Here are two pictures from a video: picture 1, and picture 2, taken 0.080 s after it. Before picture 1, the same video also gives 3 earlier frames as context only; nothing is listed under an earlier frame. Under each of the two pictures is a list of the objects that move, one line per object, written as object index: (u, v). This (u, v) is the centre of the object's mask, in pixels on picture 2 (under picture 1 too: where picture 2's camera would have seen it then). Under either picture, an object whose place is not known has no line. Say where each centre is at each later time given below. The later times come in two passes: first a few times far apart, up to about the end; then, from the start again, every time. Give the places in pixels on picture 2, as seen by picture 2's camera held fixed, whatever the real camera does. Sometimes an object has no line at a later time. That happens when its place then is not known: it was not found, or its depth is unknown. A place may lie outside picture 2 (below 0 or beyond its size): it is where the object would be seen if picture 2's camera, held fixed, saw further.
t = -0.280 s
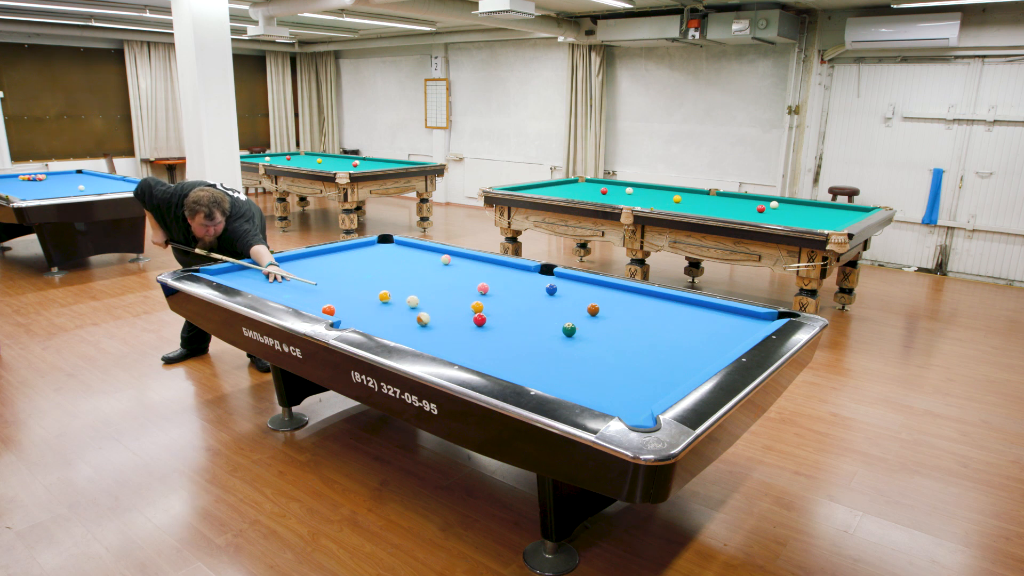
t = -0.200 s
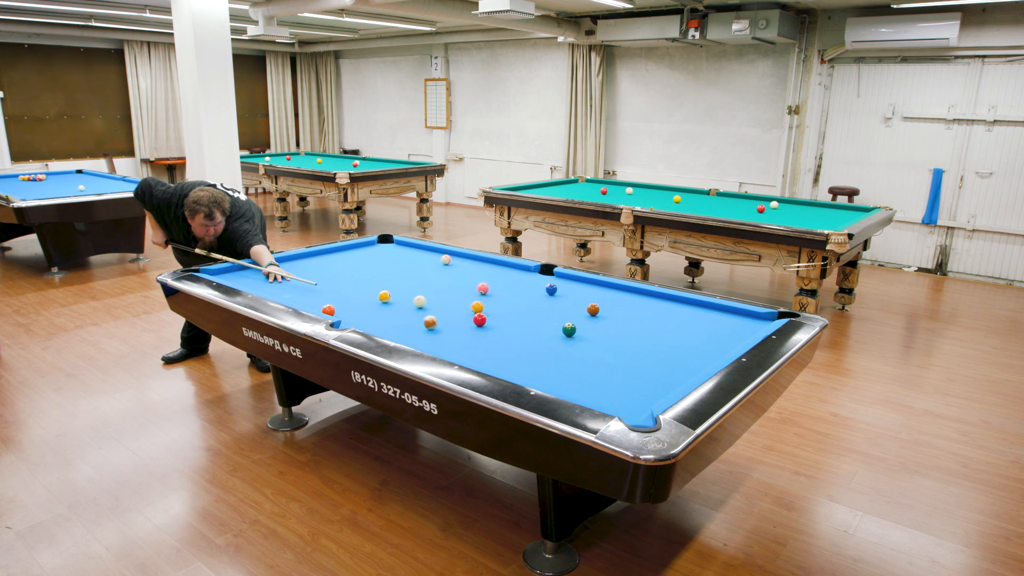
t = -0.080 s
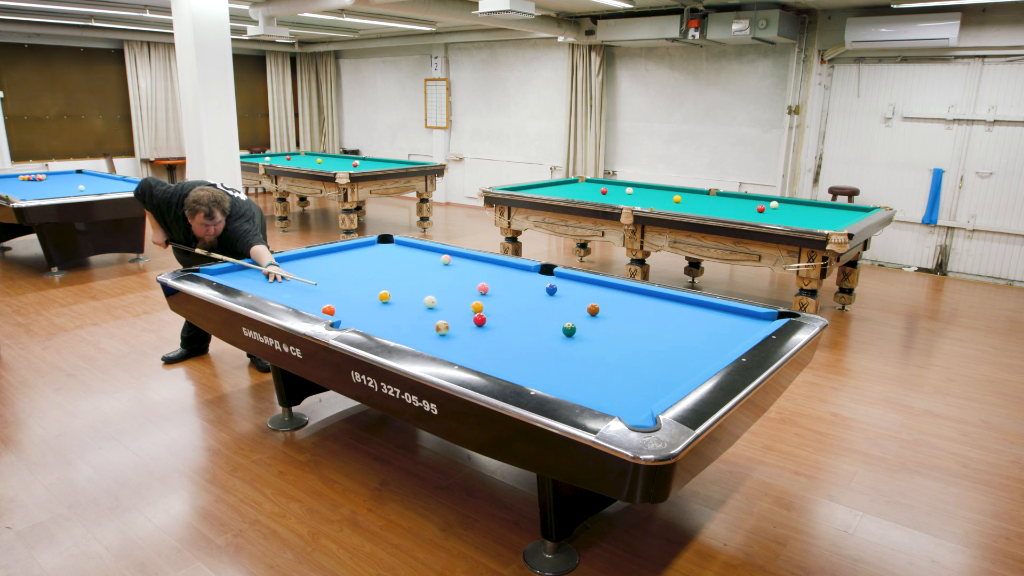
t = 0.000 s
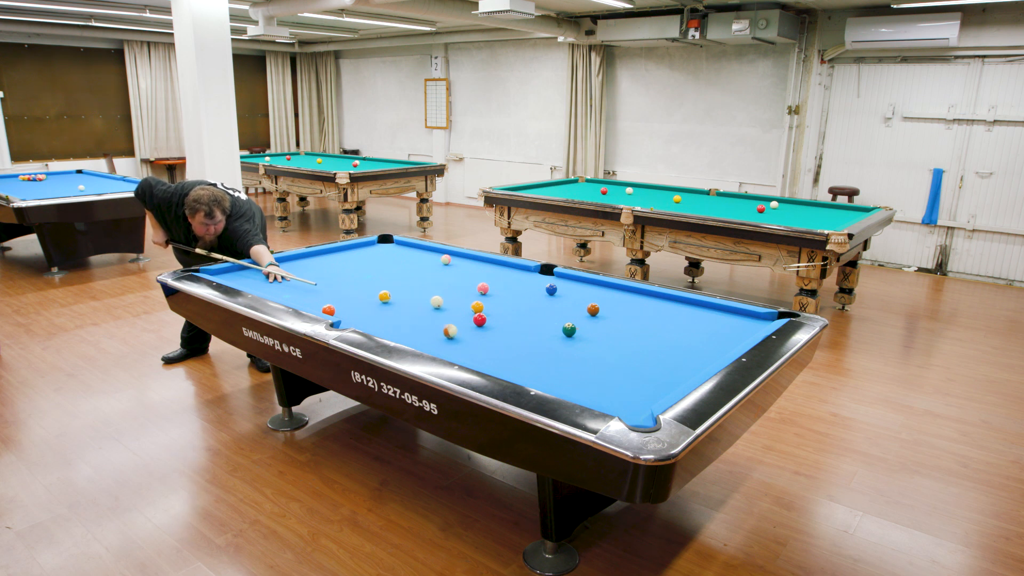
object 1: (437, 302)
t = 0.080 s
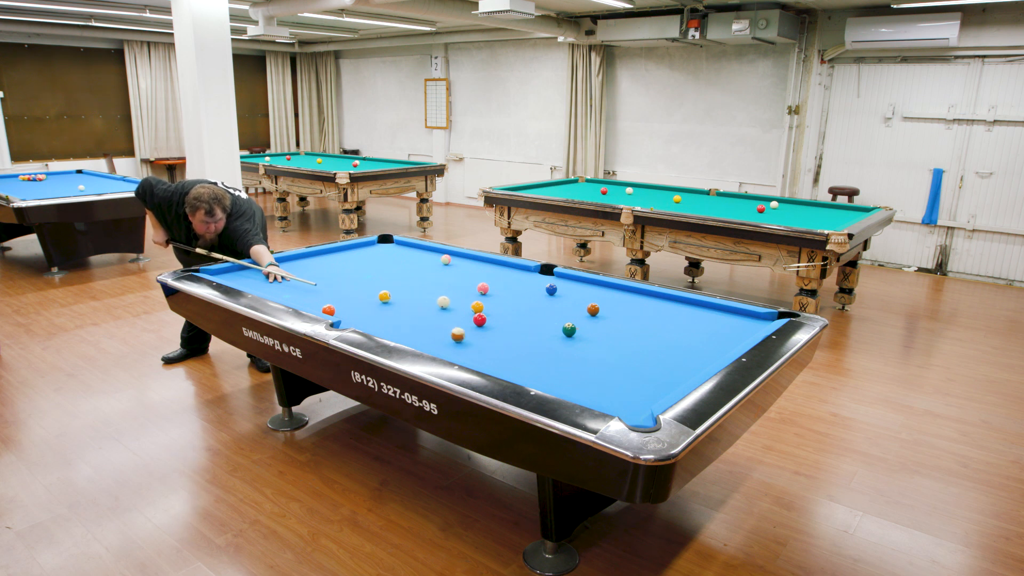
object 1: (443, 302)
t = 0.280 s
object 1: (459, 302)
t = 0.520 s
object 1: (477, 300)
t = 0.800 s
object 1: (497, 303)
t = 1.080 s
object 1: (515, 303)
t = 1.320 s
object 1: (529, 303)
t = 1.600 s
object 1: (544, 303)
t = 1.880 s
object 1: (557, 304)
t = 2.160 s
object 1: (569, 304)
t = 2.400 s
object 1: (578, 304)
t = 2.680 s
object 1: (586, 303)
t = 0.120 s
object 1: (447, 302)
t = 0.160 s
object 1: (450, 302)
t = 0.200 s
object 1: (453, 302)
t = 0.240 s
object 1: (456, 302)
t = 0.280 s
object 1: (459, 302)
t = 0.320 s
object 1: (462, 302)
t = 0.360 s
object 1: (465, 302)
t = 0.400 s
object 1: (468, 302)
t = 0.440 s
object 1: (470, 301)
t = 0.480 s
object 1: (473, 300)
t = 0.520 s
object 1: (477, 300)
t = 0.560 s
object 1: (481, 300)
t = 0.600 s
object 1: (484, 301)
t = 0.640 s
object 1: (487, 302)
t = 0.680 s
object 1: (489, 303)
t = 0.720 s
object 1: (491, 303)
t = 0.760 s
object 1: (494, 303)
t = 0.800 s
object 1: (497, 303)
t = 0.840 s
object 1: (500, 303)
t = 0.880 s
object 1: (502, 303)
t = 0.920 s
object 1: (505, 303)
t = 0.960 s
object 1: (507, 303)
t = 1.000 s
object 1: (510, 303)
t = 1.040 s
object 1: (512, 303)
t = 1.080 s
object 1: (515, 303)
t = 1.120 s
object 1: (517, 303)
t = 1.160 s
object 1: (519, 303)
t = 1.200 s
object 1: (522, 303)
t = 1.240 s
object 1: (524, 303)
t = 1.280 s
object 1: (527, 303)
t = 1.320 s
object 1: (529, 303)
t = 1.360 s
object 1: (531, 303)
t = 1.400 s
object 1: (533, 303)
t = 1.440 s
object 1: (535, 303)
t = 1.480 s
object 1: (538, 303)
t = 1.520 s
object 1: (540, 303)
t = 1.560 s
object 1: (542, 303)
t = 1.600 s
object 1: (544, 303)
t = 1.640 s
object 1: (546, 303)
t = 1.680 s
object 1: (548, 304)
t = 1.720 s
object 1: (550, 304)
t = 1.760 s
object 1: (552, 304)
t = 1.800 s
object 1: (553, 304)
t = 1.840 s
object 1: (555, 304)
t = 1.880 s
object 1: (557, 304)
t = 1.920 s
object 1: (559, 304)
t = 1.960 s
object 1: (561, 304)
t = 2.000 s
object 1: (562, 304)
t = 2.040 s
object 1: (564, 304)
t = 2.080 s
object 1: (566, 304)
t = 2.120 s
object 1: (567, 304)
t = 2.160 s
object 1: (569, 304)
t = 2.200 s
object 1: (571, 304)
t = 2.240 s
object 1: (572, 304)
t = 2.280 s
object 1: (574, 304)
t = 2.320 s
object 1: (575, 304)
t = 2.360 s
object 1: (577, 304)
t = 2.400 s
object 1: (578, 304)
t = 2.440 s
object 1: (579, 304)
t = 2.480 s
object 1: (581, 304)
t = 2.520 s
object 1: (582, 304)
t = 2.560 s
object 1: (583, 304)
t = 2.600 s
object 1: (584, 304)
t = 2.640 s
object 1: (585, 303)
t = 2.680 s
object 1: (586, 303)
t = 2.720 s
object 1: (587, 303)
